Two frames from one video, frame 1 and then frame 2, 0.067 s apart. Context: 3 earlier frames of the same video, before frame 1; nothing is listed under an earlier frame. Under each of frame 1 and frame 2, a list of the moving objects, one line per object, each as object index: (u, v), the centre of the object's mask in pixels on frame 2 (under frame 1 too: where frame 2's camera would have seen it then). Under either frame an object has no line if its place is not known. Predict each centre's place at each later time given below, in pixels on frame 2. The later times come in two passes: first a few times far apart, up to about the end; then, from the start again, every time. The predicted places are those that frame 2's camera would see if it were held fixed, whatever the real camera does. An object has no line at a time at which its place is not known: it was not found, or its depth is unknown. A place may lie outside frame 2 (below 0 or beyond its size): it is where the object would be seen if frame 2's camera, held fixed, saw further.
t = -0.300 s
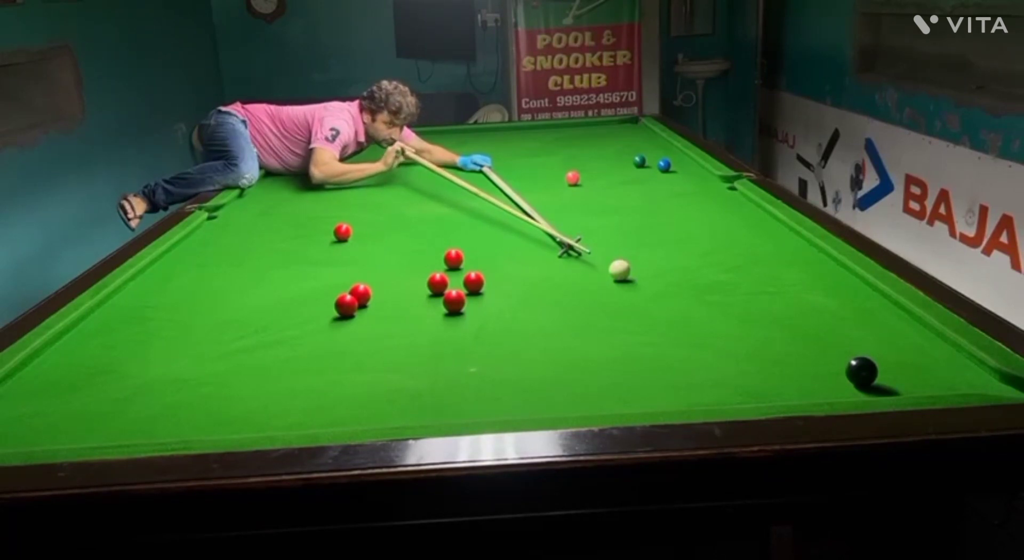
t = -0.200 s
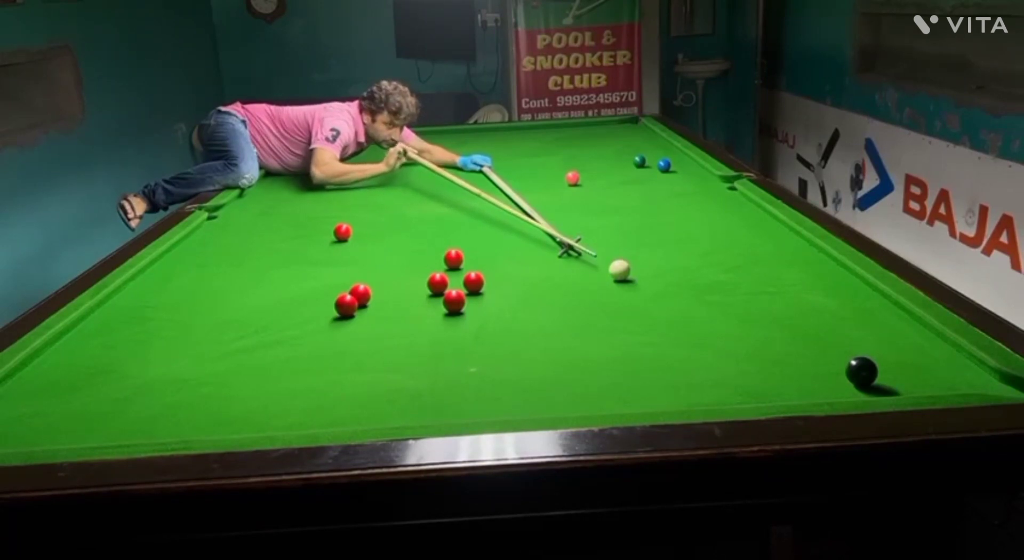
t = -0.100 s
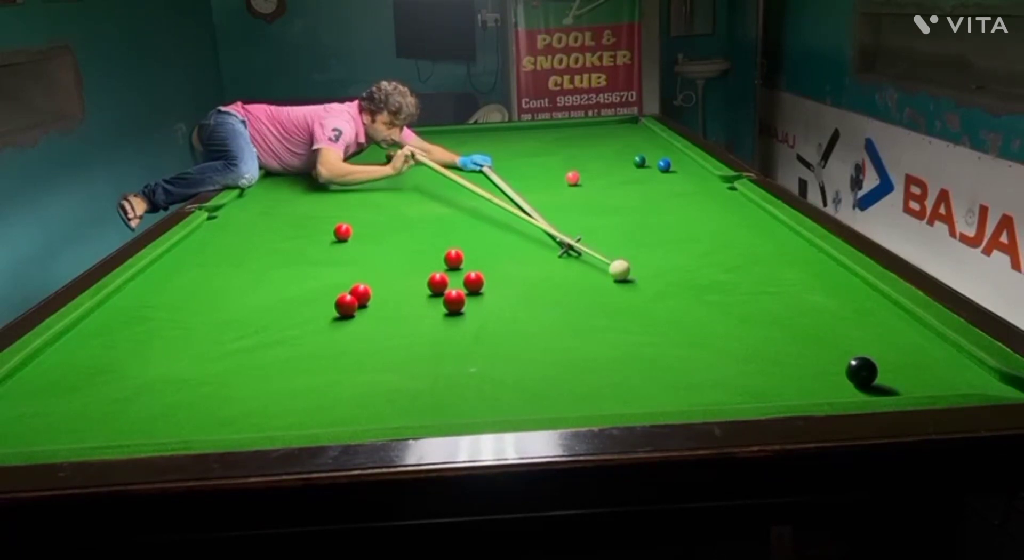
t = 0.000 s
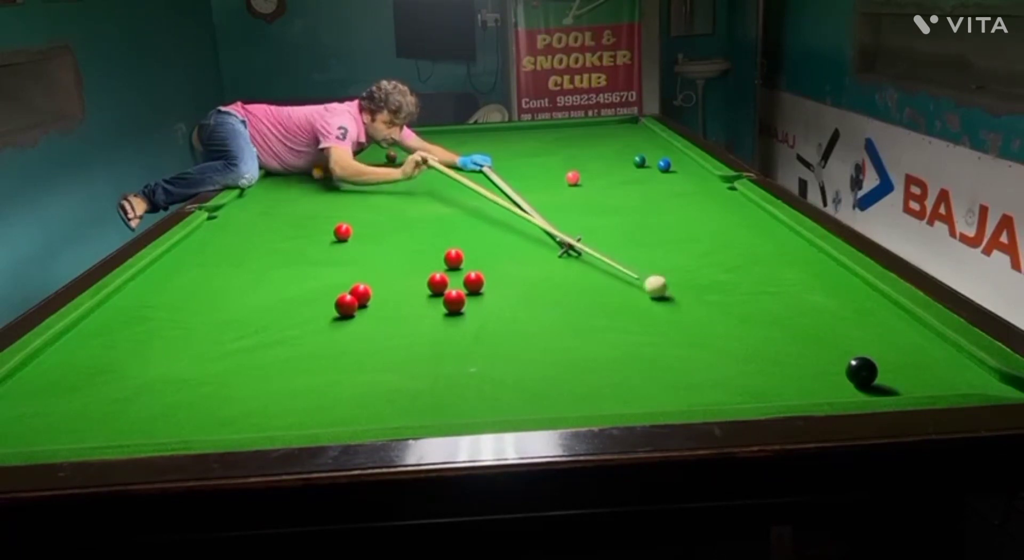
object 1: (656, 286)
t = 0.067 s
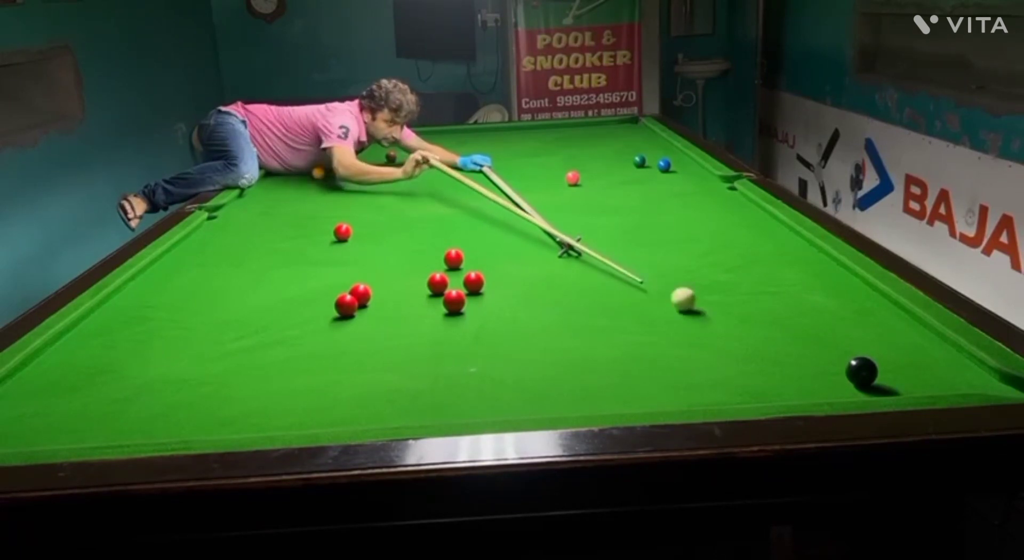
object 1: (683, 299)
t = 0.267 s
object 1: (778, 341)
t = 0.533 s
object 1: (826, 390)
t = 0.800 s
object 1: (786, 375)
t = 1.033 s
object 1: (751, 353)
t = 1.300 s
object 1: (719, 333)
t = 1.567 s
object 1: (693, 317)
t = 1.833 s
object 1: (673, 305)
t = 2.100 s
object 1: (656, 295)
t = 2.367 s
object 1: (643, 286)
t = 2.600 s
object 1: (634, 281)
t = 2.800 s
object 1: (627, 277)
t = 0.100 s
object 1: (697, 305)
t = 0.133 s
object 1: (713, 312)
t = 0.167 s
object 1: (728, 318)
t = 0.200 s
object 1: (744, 326)
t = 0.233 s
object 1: (761, 333)
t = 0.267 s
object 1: (778, 341)
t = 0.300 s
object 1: (797, 350)
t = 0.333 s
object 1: (816, 358)
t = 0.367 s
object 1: (829, 366)
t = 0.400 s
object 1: (825, 371)
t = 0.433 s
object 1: (823, 376)
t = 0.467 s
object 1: (824, 381)
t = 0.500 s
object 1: (825, 386)
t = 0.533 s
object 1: (826, 390)
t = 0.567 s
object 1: (826, 393)
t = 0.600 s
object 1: (822, 392)
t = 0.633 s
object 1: (815, 390)
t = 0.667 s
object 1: (809, 388)
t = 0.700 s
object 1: (803, 385)
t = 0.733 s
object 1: (797, 382)
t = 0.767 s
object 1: (792, 378)
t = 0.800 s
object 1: (786, 375)
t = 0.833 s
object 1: (781, 372)
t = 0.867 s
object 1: (776, 368)
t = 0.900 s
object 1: (770, 365)
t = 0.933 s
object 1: (766, 362)
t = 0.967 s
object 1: (761, 359)
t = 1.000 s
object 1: (756, 356)
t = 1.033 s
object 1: (751, 353)
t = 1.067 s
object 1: (747, 351)
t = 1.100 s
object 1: (743, 348)
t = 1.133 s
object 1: (739, 345)
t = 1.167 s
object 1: (735, 343)
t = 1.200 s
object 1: (731, 340)
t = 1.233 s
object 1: (727, 338)
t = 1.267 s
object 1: (723, 336)
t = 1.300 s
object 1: (719, 333)
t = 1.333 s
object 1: (716, 331)
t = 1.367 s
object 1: (713, 329)
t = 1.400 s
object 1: (709, 327)
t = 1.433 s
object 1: (706, 325)
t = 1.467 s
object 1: (703, 323)
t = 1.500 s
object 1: (700, 321)
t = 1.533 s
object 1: (696, 319)
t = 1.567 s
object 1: (693, 317)
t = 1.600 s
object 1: (691, 316)
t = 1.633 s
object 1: (688, 314)
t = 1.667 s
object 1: (685, 312)
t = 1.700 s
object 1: (683, 311)
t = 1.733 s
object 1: (680, 309)
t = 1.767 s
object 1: (678, 308)
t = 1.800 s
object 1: (675, 306)
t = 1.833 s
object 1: (673, 305)
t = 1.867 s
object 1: (671, 303)
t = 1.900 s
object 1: (668, 302)
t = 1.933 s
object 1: (666, 301)
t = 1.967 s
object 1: (664, 300)
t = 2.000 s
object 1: (662, 298)
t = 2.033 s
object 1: (660, 297)
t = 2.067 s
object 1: (658, 296)
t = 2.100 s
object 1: (656, 295)
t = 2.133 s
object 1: (654, 293)
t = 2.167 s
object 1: (652, 292)
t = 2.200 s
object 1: (650, 291)
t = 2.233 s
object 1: (649, 290)
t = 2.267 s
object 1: (647, 289)
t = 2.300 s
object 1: (646, 288)
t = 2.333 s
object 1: (644, 287)
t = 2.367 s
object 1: (643, 286)
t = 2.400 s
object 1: (641, 285)
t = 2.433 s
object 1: (640, 285)
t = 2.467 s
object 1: (639, 284)
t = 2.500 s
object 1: (637, 283)
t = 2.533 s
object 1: (636, 282)
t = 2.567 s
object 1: (635, 281)
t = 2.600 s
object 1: (634, 281)
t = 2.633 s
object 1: (633, 280)
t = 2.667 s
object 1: (632, 279)
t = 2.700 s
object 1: (630, 278)
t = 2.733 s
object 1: (629, 278)
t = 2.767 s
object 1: (628, 277)
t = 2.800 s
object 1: (627, 277)
